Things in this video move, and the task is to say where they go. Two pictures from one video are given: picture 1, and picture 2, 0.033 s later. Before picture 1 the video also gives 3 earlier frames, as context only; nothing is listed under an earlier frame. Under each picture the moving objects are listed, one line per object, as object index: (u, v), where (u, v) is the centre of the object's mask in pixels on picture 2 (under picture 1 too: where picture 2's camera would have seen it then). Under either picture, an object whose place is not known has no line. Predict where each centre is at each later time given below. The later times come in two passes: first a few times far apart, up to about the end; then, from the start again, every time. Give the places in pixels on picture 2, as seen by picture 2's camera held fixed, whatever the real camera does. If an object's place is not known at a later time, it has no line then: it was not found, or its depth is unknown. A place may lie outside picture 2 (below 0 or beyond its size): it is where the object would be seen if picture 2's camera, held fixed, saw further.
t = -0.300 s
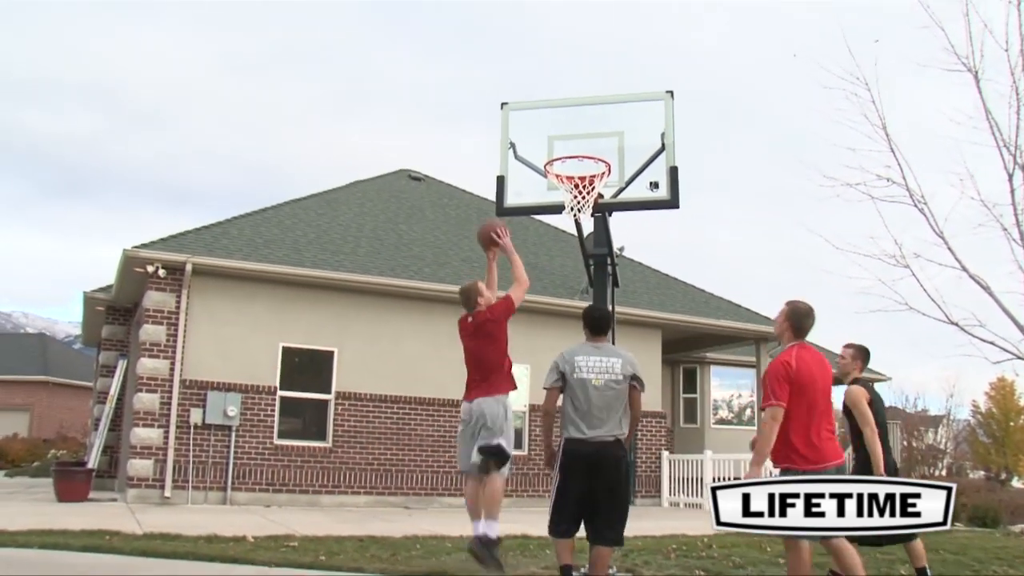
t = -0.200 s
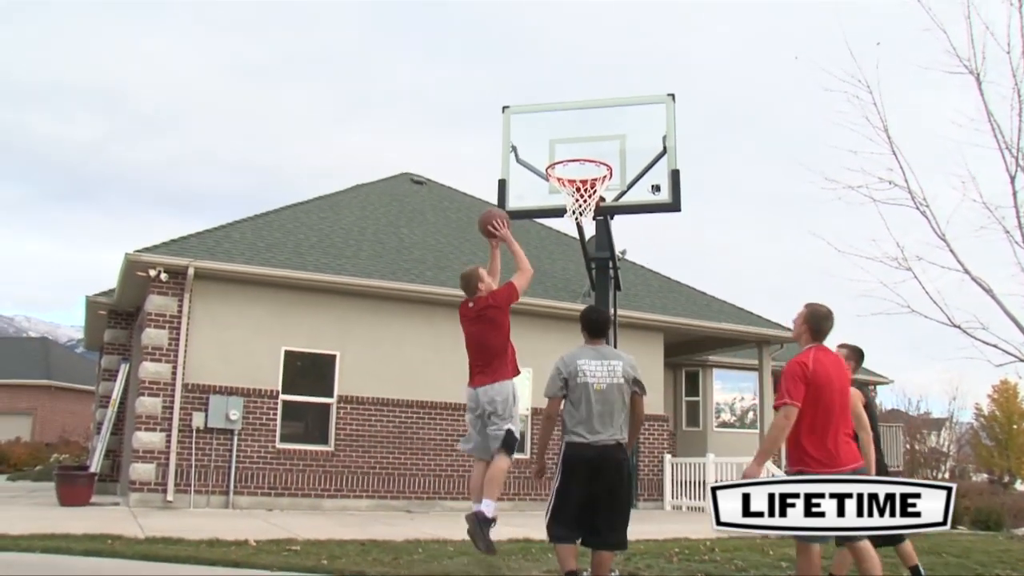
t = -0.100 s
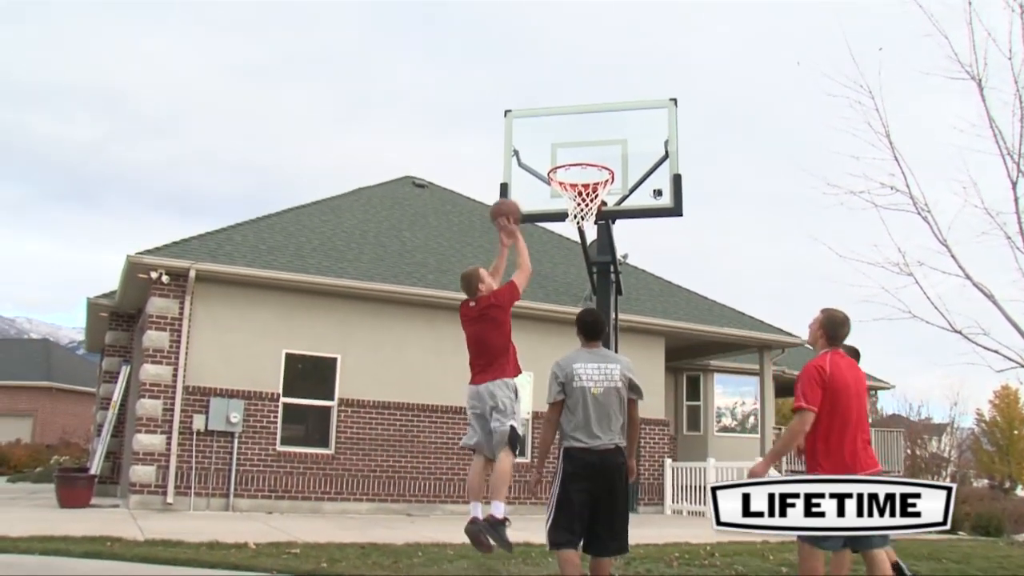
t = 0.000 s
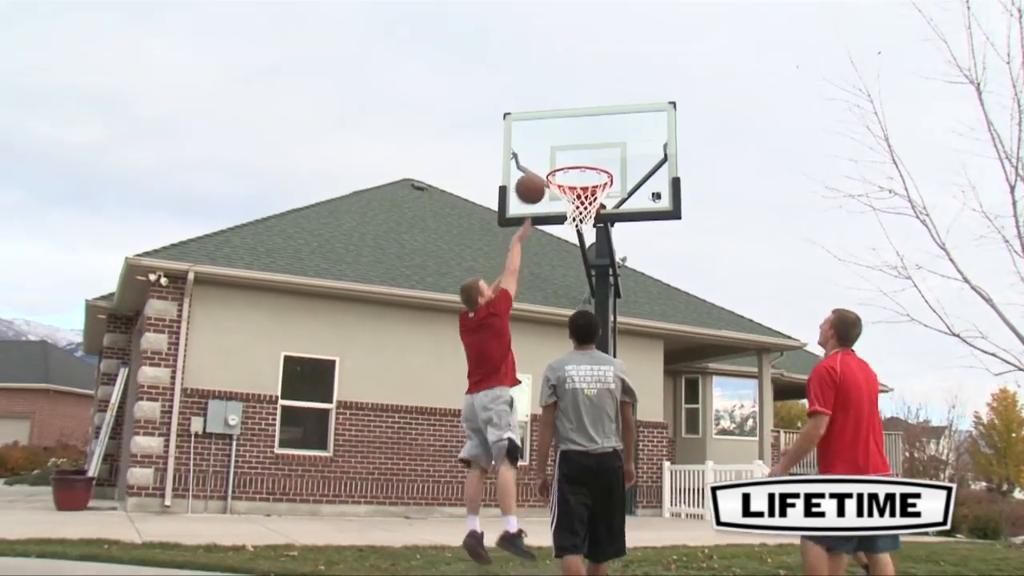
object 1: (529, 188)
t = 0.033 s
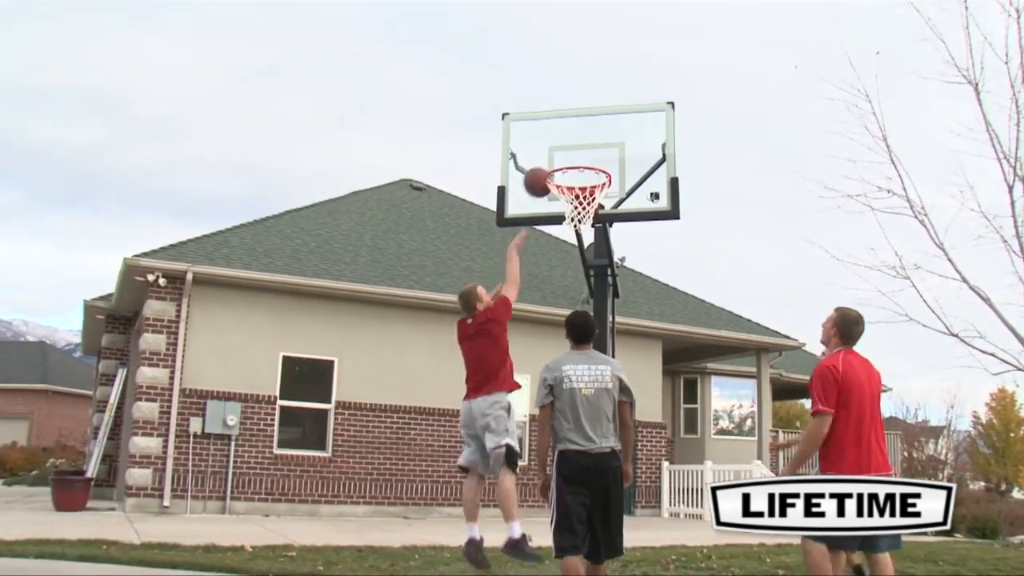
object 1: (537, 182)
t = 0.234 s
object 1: (567, 167)
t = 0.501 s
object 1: (582, 209)
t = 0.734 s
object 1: (578, 275)
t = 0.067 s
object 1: (546, 175)
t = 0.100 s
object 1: (554, 170)
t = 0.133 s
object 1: (557, 168)
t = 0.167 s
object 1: (560, 167)
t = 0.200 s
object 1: (563, 166)
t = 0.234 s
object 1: (567, 167)
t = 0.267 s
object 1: (570, 169)
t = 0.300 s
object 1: (573, 172)
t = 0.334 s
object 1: (576, 177)
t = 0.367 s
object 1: (580, 183)
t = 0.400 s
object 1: (583, 188)
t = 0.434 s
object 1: (582, 194)
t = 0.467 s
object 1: (582, 199)
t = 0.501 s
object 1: (582, 209)
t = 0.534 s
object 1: (581, 211)
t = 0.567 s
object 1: (581, 216)
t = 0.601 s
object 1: (580, 224)
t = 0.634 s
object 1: (580, 234)
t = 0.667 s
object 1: (578, 246)
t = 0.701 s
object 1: (578, 259)
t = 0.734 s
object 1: (578, 275)
